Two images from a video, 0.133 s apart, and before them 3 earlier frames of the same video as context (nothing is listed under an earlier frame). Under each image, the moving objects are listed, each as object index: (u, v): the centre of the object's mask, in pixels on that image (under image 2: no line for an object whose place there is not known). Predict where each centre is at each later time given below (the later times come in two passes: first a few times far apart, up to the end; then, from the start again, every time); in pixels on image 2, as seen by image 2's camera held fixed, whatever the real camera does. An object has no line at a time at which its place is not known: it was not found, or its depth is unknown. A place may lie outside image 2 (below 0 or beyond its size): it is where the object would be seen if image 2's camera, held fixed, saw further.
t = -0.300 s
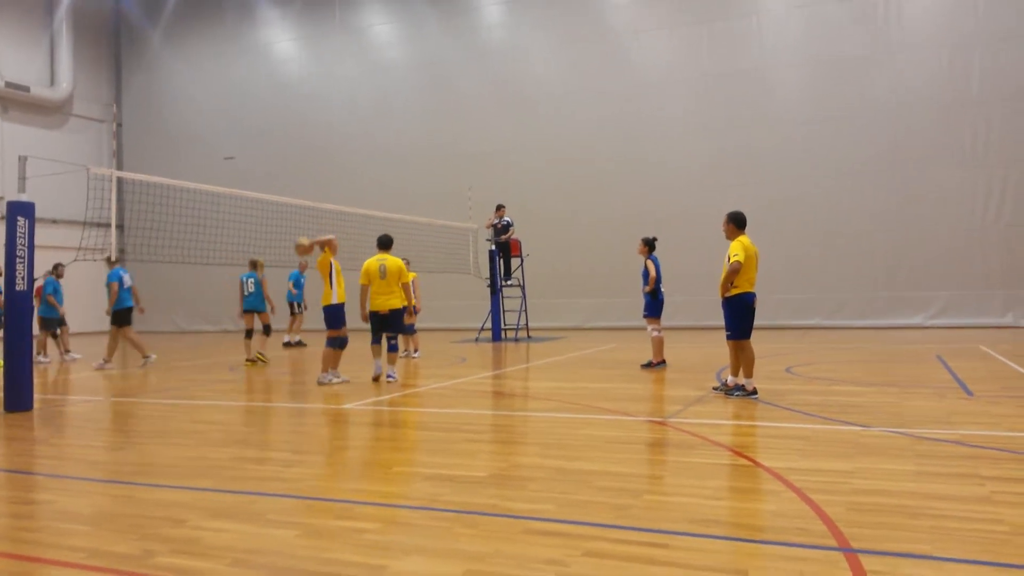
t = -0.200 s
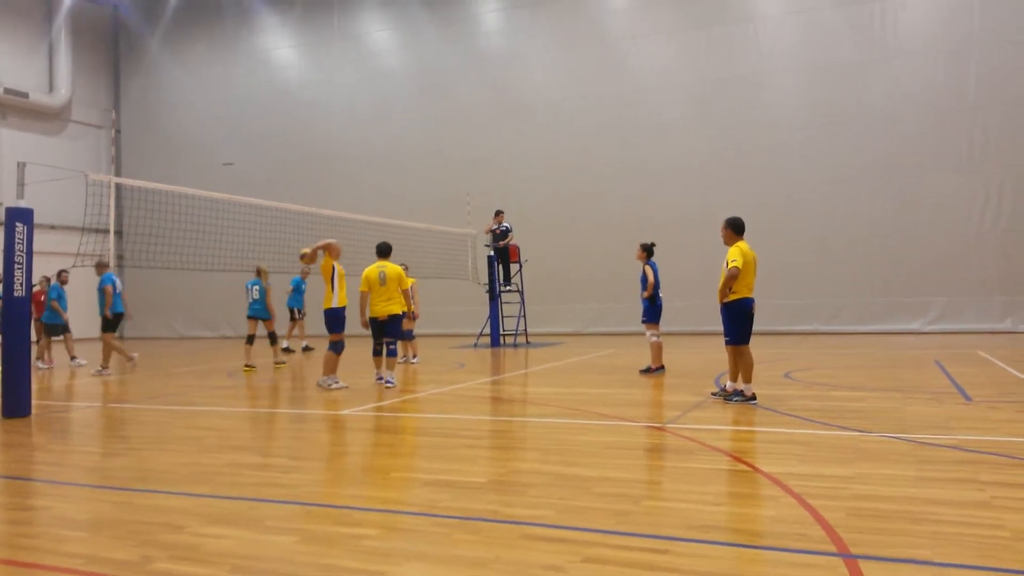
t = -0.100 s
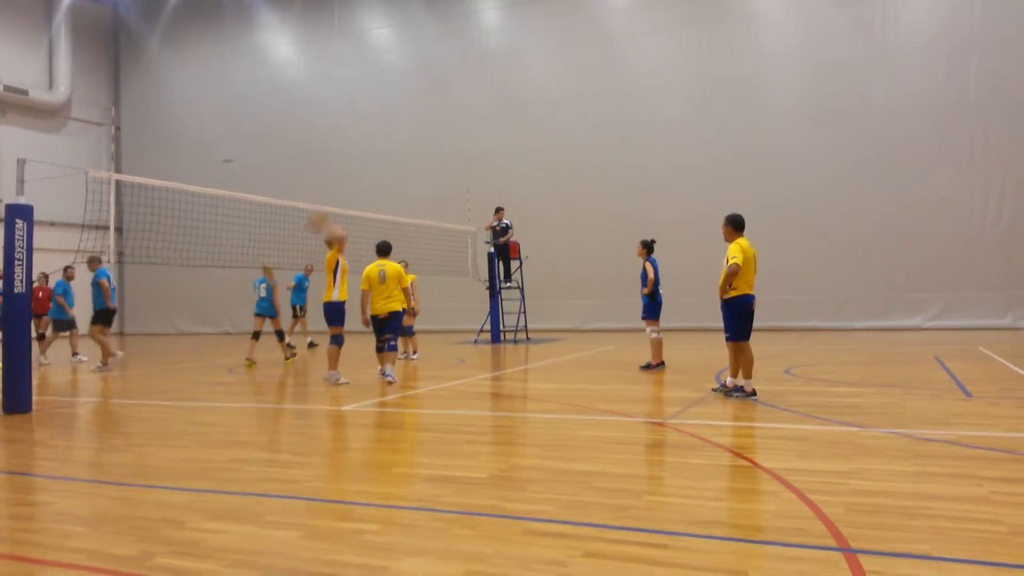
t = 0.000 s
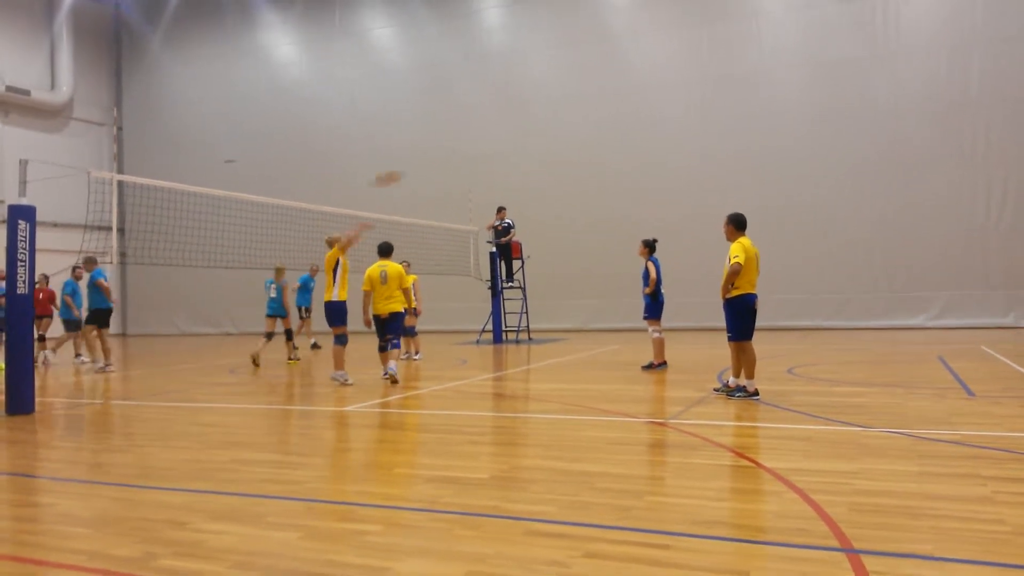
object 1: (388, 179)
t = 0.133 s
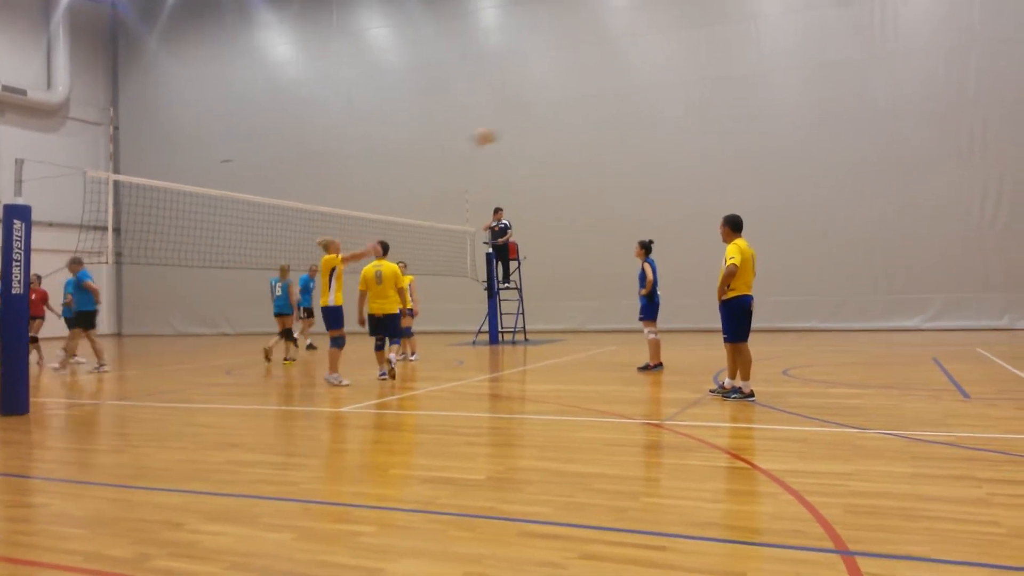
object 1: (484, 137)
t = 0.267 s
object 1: (580, 112)
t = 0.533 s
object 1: (765, 104)
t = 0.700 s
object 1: (871, 127)
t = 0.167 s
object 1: (509, 129)
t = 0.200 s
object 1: (533, 122)
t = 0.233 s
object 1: (558, 116)
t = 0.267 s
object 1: (580, 112)
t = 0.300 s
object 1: (604, 108)
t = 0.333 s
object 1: (628, 104)
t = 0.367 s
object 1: (651, 102)
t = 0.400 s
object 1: (674, 101)
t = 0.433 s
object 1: (697, 100)
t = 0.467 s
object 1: (719, 101)
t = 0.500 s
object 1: (742, 103)
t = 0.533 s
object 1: (765, 104)
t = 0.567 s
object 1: (786, 107)
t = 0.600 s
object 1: (808, 111)
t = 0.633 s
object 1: (831, 117)
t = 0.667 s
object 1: (852, 121)
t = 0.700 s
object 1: (871, 127)
